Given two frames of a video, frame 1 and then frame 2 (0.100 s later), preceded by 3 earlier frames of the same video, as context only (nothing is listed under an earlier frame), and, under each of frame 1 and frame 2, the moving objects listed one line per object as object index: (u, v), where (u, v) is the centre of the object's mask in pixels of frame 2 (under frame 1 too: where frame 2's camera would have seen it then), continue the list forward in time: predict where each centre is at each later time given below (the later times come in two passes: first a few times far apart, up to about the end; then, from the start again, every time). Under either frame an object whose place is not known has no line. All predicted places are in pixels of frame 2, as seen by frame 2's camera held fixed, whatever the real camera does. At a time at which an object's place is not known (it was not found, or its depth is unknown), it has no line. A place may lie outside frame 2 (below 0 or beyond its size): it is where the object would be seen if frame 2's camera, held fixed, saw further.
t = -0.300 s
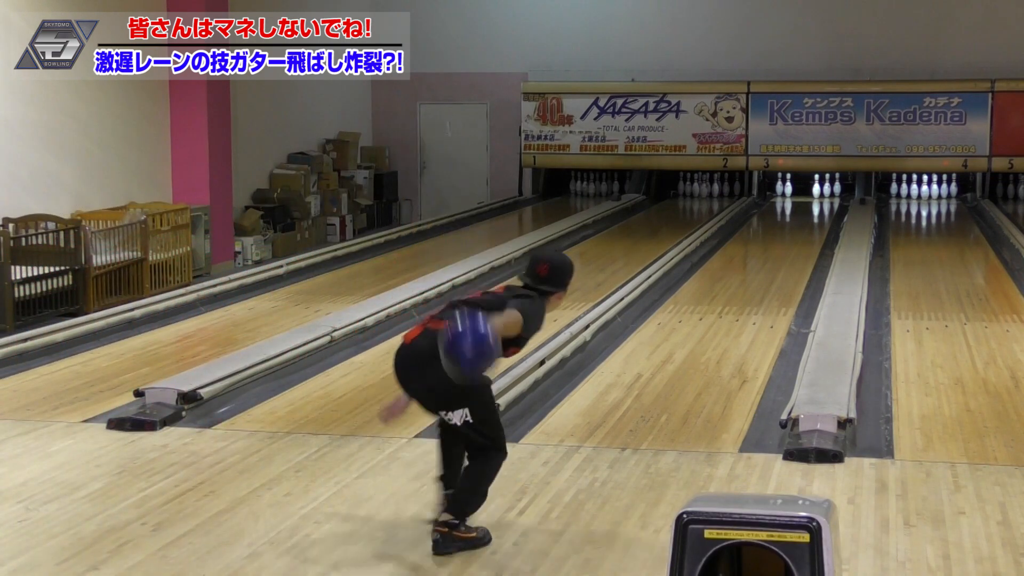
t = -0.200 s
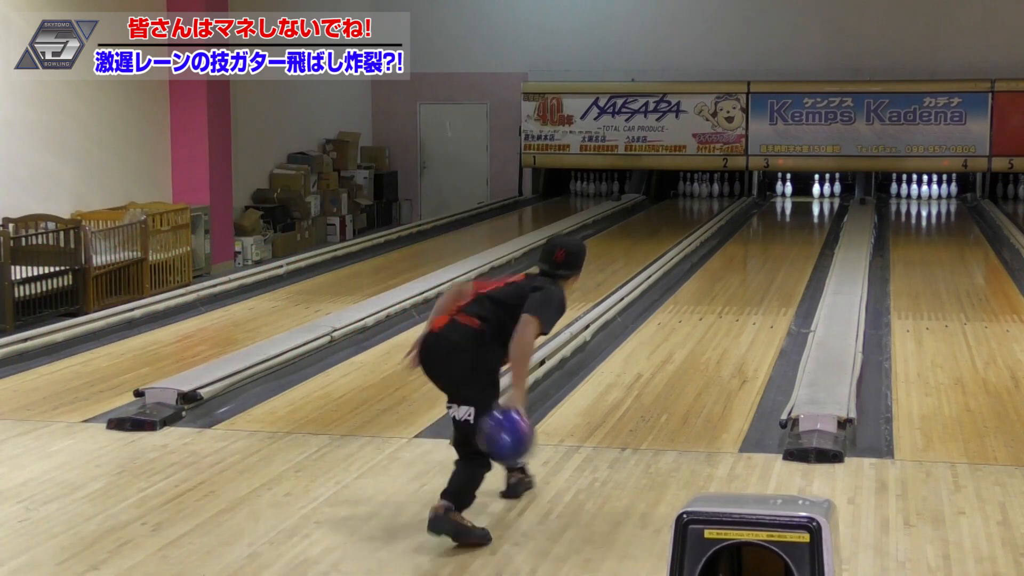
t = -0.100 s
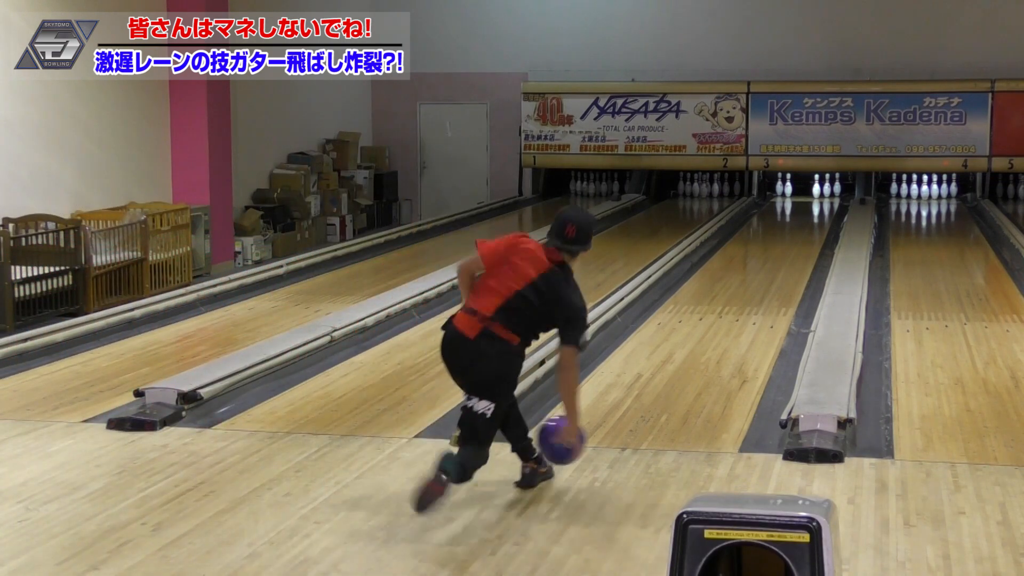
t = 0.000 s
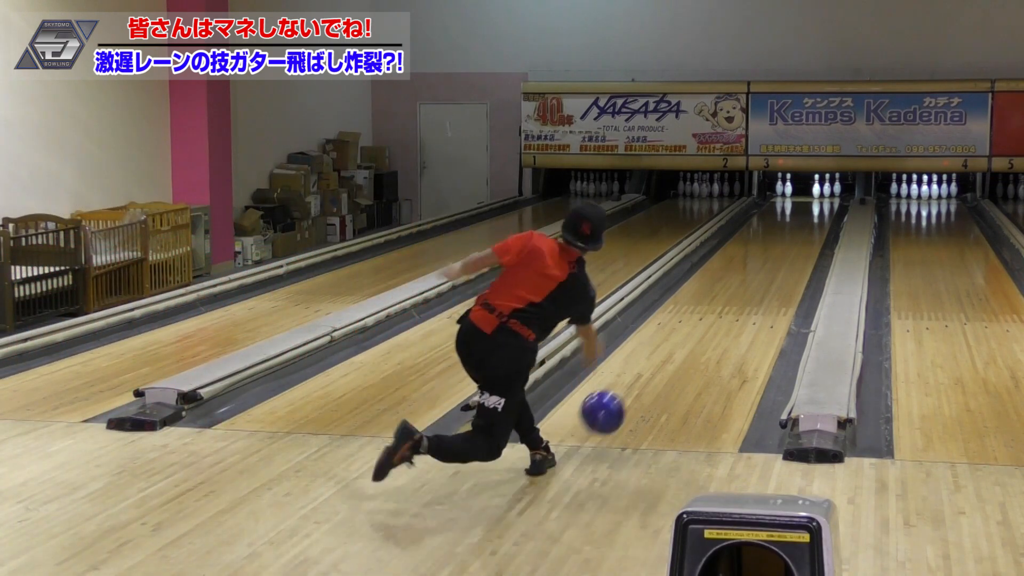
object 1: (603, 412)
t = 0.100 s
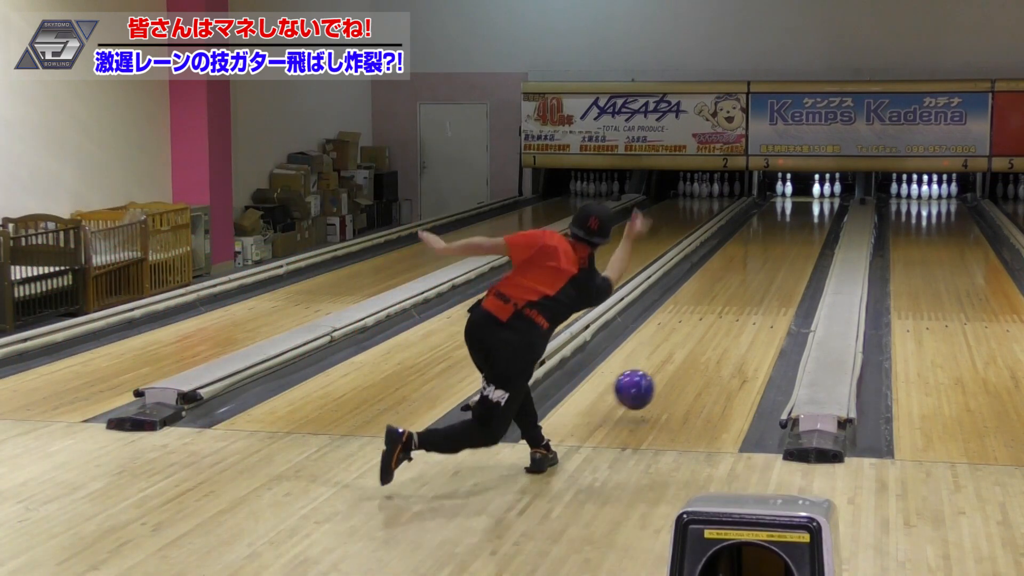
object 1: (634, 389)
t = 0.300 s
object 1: (681, 353)
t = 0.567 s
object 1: (721, 309)
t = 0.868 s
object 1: (751, 274)
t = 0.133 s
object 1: (644, 387)
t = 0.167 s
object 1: (652, 382)
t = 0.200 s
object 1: (660, 374)
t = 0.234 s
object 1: (668, 367)
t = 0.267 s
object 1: (674, 360)
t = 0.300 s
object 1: (681, 353)
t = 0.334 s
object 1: (687, 346)
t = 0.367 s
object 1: (693, 340)
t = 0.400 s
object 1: (698, 334)
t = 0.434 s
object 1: (703, 329)
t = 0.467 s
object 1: (708, 323)
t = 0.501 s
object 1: (713, 318)
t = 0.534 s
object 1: (717, 313)
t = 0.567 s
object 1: (721, 309)
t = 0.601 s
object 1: (725, 304)
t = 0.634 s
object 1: (729, 300)
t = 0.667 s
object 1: (732, 296)
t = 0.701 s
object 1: (736, 292)
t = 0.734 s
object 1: (739, 288)
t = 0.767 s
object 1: (742, 285)
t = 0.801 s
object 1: (745, 281)
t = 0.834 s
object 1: (748, 278)
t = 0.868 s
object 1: (751, 274)
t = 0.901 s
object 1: (753, 271)
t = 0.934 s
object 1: (756, 268)
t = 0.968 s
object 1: (758, 265)
